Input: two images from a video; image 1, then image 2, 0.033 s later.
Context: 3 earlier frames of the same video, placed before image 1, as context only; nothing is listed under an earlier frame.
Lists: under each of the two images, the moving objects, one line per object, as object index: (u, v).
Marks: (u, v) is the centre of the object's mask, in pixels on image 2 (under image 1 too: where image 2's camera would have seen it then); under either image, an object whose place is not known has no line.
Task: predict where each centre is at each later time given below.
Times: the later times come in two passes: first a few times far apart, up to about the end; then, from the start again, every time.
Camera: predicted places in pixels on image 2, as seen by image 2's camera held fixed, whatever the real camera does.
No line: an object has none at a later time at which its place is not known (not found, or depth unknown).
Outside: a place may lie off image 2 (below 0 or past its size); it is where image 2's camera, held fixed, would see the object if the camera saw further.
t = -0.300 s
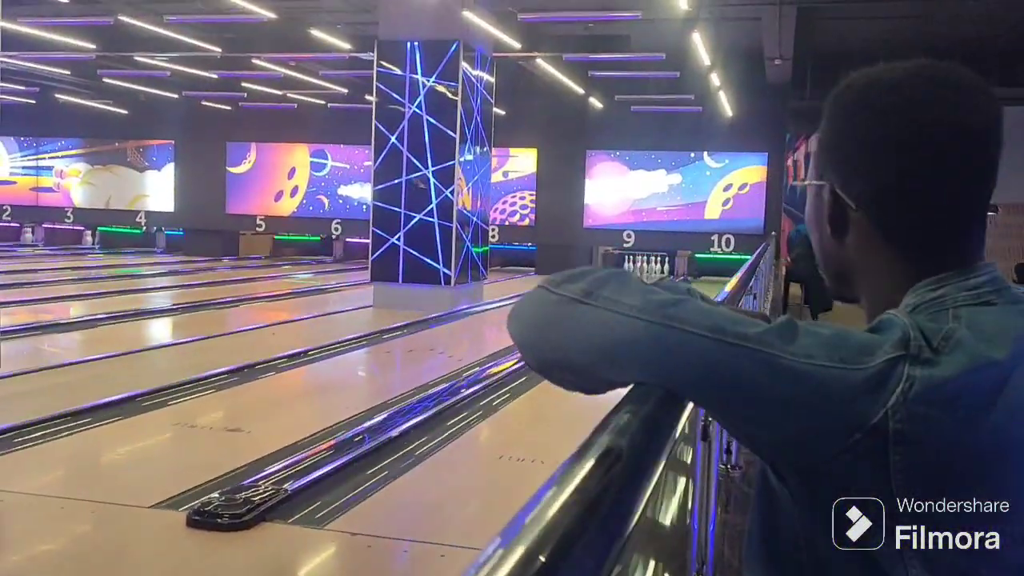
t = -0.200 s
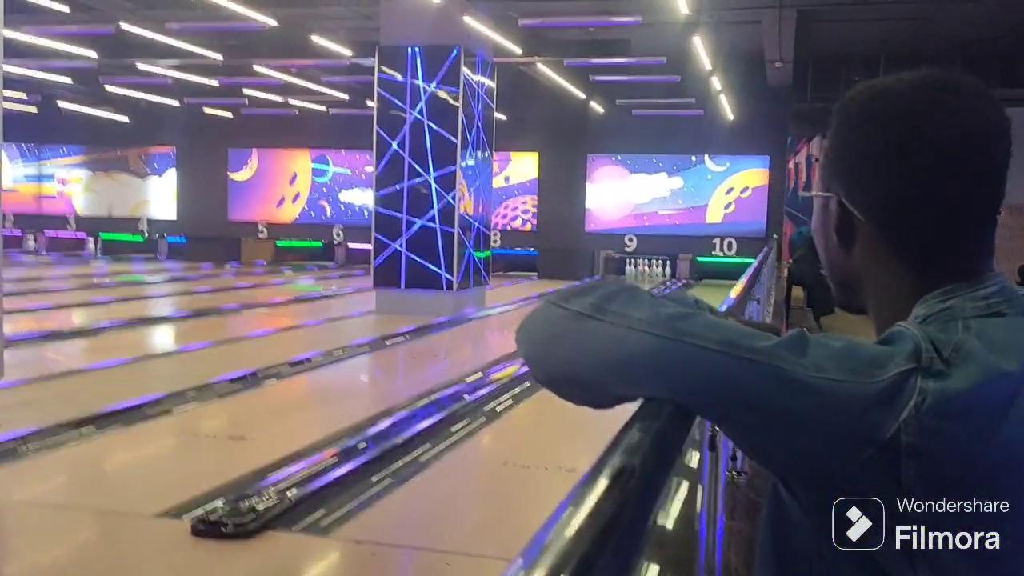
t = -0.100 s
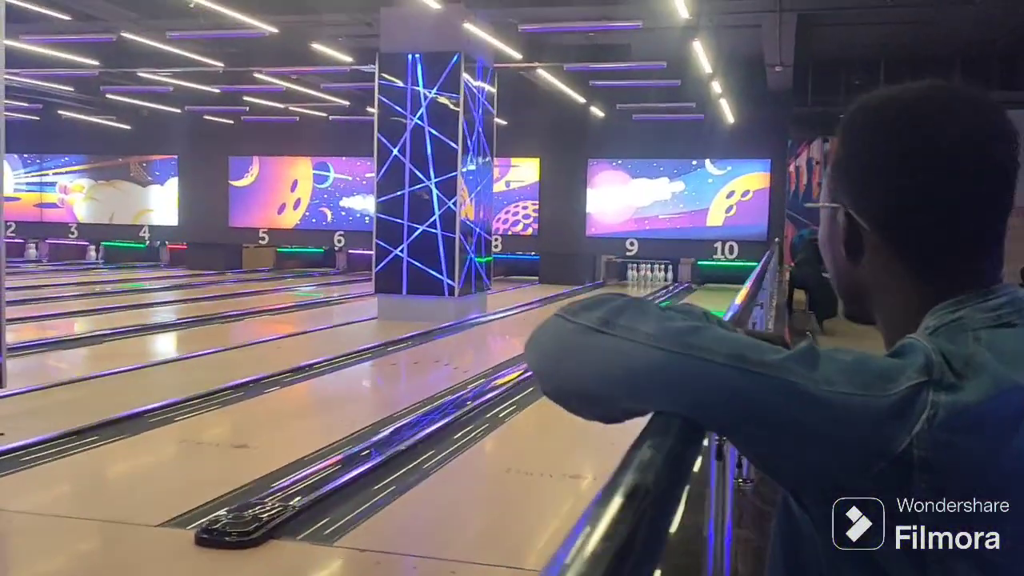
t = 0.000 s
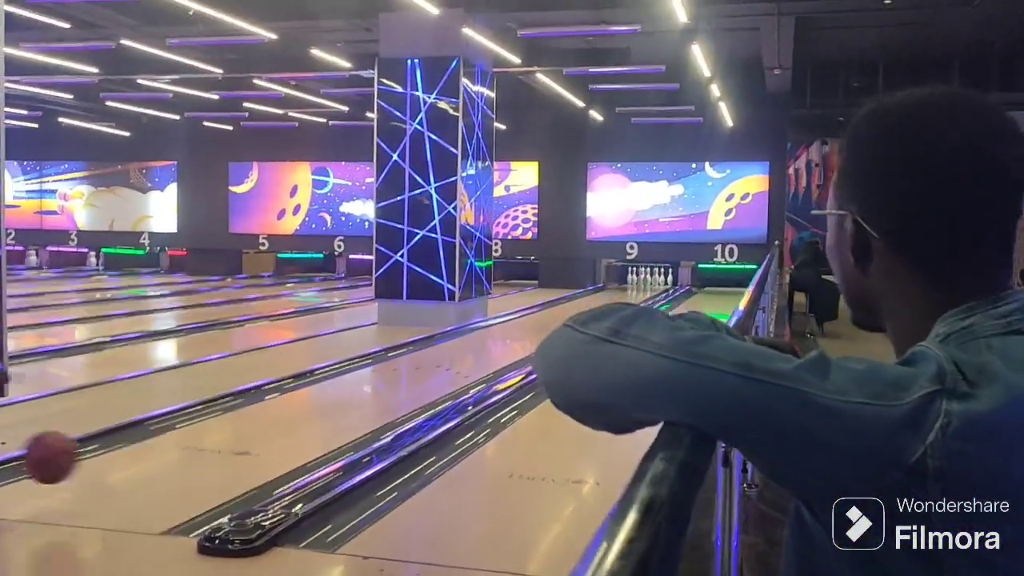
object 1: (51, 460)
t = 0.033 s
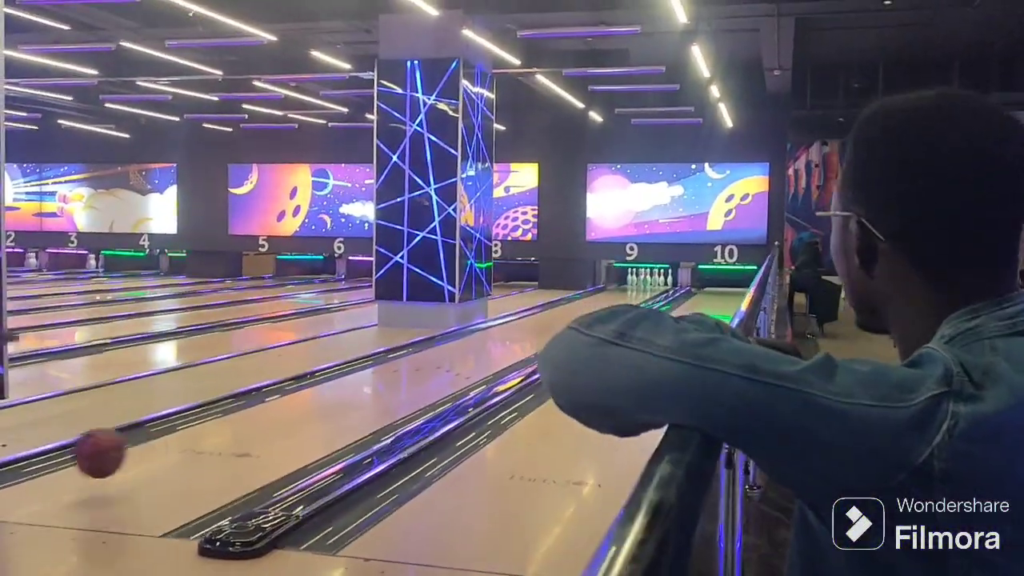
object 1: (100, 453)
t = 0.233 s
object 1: (295, 409)
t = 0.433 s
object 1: (404, 373)
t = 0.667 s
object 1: (483, 346)
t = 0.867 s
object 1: (529, 331)
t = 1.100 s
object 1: (568, 318)
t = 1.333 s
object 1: (597, 308)
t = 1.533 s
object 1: (617, 302)
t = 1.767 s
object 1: (636, 296)
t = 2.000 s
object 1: (650, 291)
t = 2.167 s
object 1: (659, 288)
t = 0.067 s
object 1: (141, 450)
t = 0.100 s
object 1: (180, 449)
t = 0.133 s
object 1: (213, 435)
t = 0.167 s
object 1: (244, 422)
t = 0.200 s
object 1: (271, 415)
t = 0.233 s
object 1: (295, 409)
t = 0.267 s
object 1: (317, 402)
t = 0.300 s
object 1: (338, 395)
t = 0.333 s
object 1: (357, 388)
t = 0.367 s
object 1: (374, 383)
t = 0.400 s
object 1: (390, 377)
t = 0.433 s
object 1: (404, 373)
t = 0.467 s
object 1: (418, 368)
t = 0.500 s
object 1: (431, 363)
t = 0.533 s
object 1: (442, 360)
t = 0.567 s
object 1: (454, 356)
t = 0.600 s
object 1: (464, 352)
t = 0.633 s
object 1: (474, 349)
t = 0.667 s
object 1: (483, 346)
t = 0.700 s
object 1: (492, 343)
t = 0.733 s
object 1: (500, 340)
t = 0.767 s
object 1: (508, 338)
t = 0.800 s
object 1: (516, 335)
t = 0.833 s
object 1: (523, 333)
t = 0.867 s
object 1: (529, 331)
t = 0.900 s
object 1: (536, 329)
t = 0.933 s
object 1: (542, 326)
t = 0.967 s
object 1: (548, 325)
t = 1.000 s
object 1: (553, 323)
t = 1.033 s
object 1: (559, 321)
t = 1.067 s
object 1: (564, 319)
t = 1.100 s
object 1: (568, 318)
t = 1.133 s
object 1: (573, 316)
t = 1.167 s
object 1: (578, 314)
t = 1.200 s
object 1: (582, 313)
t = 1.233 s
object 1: (586, 312)
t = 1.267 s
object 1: (590, 311)
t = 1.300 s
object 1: (594, 309)
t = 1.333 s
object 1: (597, 308)
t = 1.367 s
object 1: (601, 307)
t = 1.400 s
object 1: (604, 306)
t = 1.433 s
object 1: (608, 305)
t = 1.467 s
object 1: (611, 304)
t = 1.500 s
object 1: (614, 303)
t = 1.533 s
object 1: (617, 302)
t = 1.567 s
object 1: (620, 301)
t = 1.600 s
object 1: (623, 300)
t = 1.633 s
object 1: (626, 299)
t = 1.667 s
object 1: (628, 298)
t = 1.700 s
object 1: (630, 297)
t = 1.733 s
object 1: (632, 297)
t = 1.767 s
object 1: (636, 296)
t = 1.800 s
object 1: (638, 295)
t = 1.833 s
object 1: (639, 294)
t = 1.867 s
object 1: (641, 294)
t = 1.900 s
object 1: (644, 293)
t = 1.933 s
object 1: (646, 293)
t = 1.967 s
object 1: (648, 292)
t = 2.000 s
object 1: (650, 291)
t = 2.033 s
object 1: (652, 291)
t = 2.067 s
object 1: (653, 290)
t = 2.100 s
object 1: (654, 289)
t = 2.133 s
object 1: (657, 289)
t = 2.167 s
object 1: (659, 288)
